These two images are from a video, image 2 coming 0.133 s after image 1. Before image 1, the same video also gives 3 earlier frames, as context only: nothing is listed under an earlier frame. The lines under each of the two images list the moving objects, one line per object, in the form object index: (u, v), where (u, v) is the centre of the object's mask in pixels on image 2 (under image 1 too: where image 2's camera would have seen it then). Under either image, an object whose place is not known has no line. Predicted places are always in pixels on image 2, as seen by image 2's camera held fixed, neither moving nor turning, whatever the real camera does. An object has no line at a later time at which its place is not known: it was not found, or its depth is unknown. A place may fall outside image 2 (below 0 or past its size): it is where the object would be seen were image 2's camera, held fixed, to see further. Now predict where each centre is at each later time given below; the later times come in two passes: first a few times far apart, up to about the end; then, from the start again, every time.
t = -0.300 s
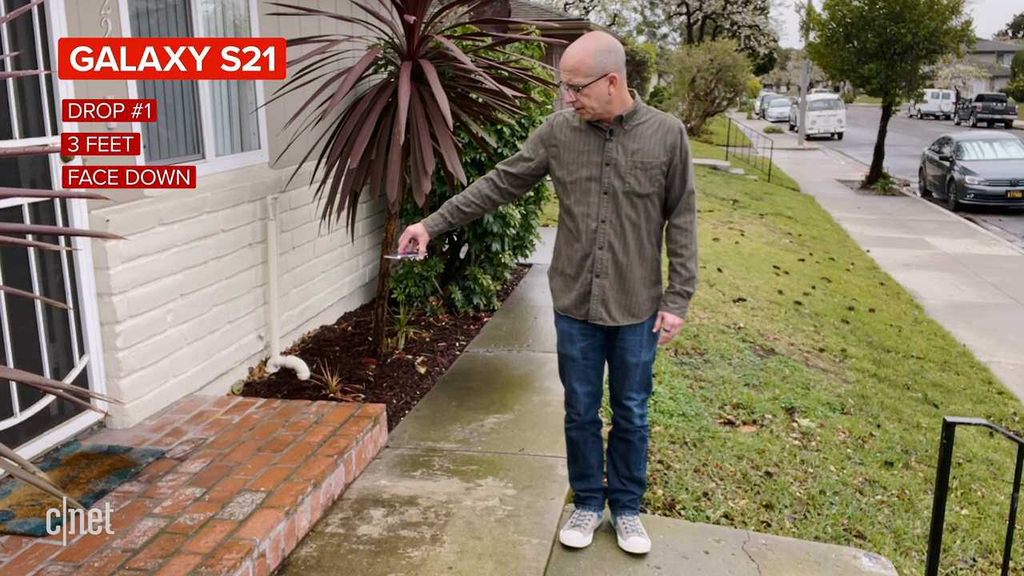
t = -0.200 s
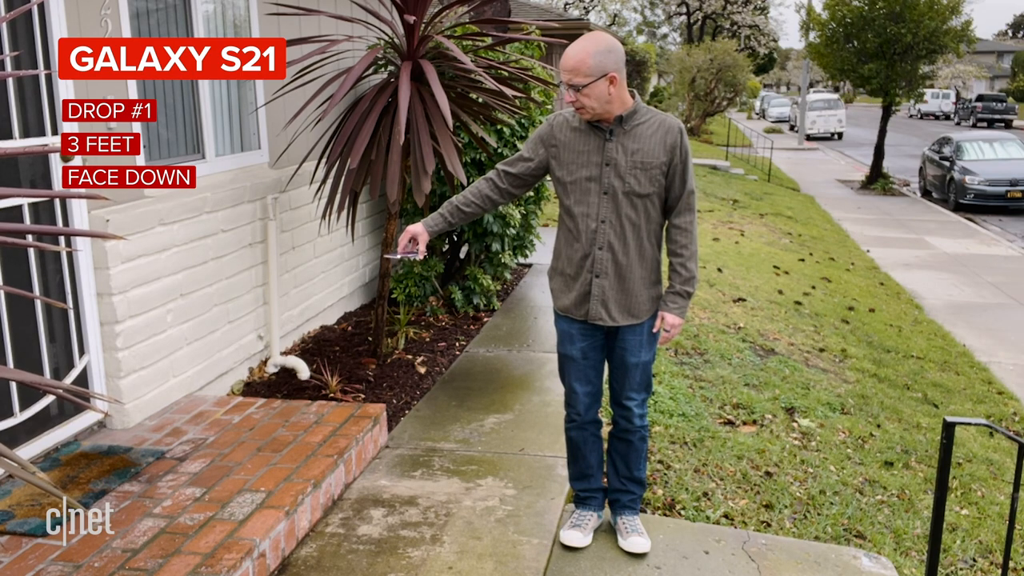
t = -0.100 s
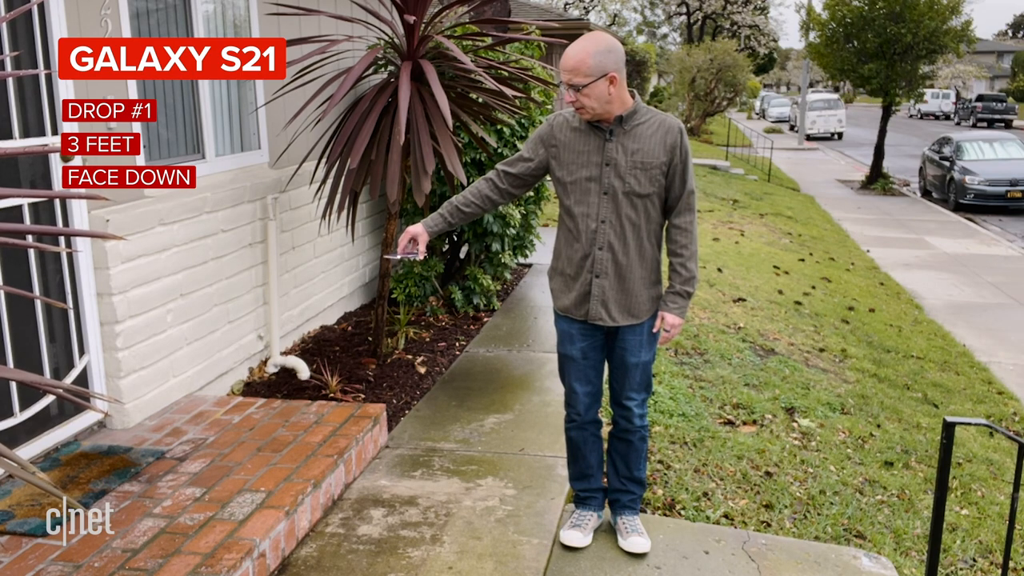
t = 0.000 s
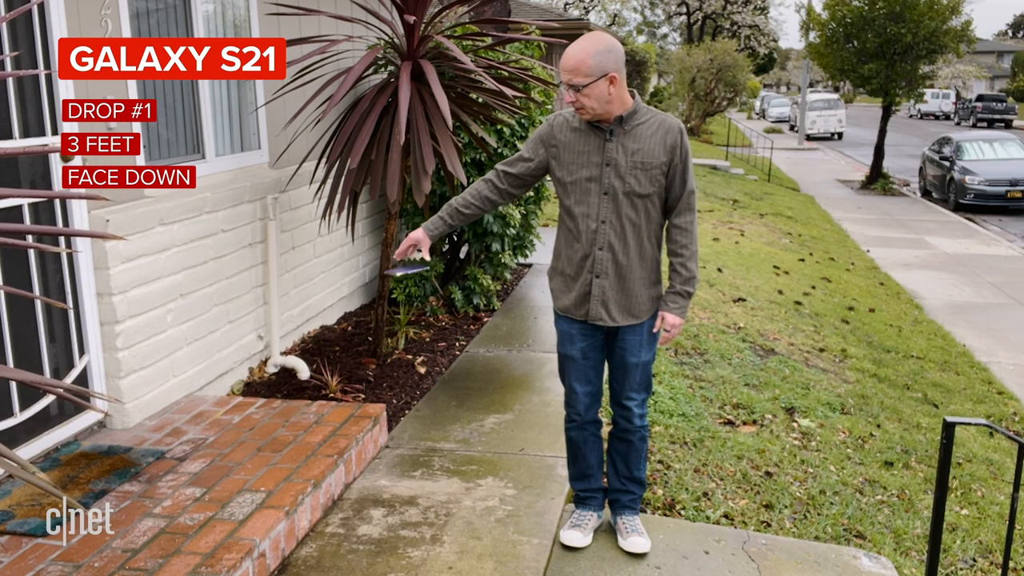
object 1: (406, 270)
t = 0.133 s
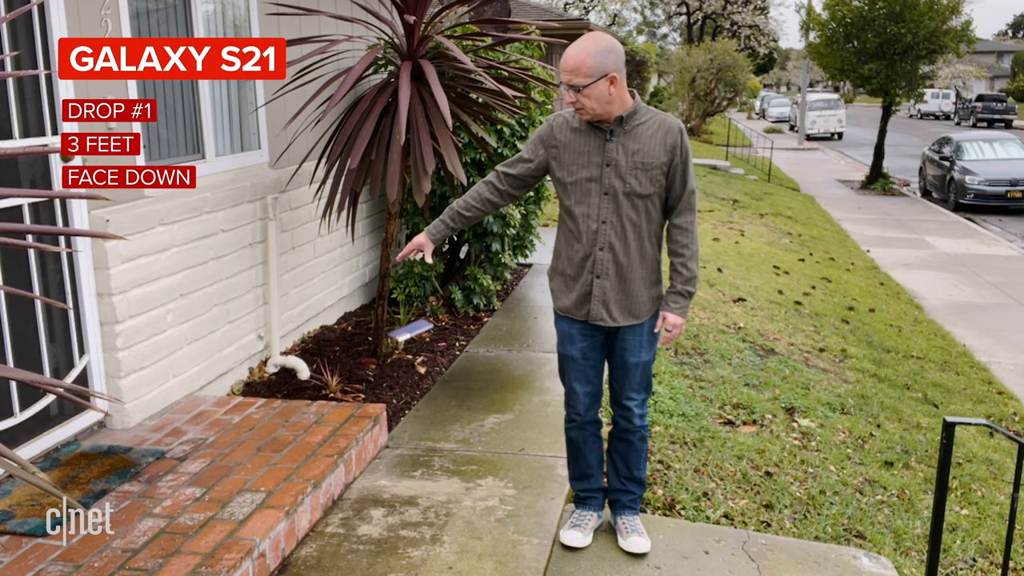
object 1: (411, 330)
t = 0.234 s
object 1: (414, 403)
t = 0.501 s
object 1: (427, 505)
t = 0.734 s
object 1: (427, 531)
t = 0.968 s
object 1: (427, 534)
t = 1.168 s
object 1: (427, 534)
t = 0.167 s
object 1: (412, 352)
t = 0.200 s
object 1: (413, 376)
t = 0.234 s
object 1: (414, 403)
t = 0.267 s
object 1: (416, 431)
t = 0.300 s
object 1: (417, 463)
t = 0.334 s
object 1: (417, 496)
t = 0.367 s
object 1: (422, 521)
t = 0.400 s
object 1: (423, 514)
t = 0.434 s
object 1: (426, 507)
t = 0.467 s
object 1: (426, 505)
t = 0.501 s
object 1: (427, 505)
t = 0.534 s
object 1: (427, 509)
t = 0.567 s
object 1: (428, 513)
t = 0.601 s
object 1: (427, 518)
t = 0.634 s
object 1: (428, 527)
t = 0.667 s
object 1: (428, 532)
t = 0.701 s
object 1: (427, 531)
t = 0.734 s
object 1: (427, 531)
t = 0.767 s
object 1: (427, 533)
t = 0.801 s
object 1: (427, 533)
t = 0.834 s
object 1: (427, 534)
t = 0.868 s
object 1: (427, 534)
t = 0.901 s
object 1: (427, 534)
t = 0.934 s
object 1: (427, 534)
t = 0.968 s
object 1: (427, 534)
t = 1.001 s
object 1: (427, 534)
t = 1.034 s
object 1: (427, 534)
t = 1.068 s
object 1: (427, 534)
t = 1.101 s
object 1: (427, 534)
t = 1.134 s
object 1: (427, 534)
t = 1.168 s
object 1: (427, 534)
